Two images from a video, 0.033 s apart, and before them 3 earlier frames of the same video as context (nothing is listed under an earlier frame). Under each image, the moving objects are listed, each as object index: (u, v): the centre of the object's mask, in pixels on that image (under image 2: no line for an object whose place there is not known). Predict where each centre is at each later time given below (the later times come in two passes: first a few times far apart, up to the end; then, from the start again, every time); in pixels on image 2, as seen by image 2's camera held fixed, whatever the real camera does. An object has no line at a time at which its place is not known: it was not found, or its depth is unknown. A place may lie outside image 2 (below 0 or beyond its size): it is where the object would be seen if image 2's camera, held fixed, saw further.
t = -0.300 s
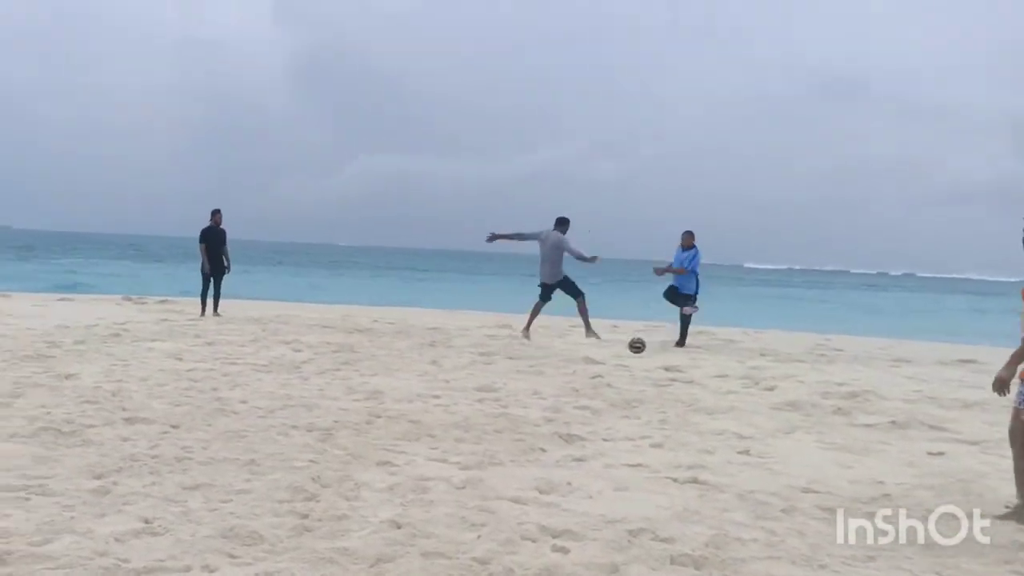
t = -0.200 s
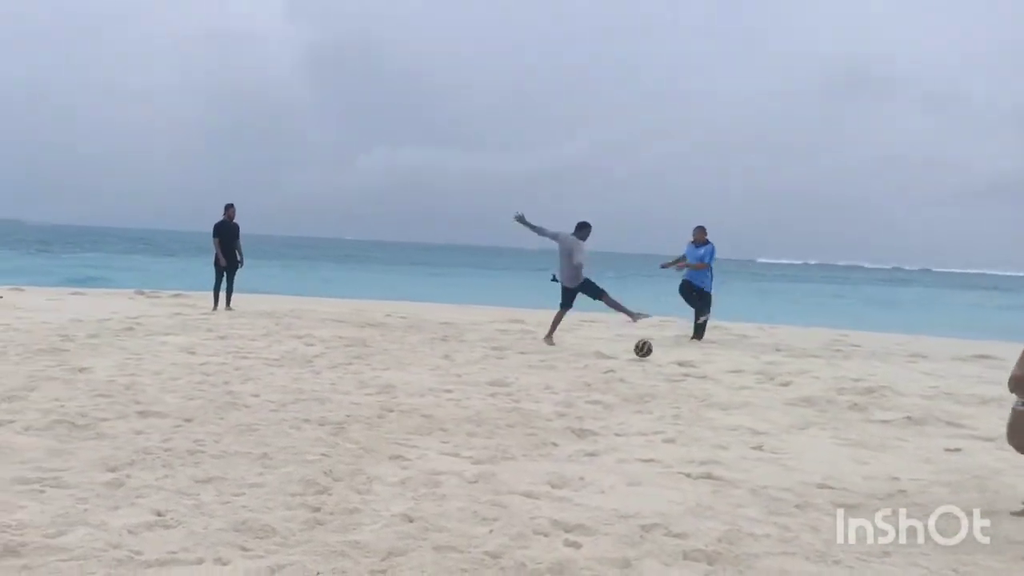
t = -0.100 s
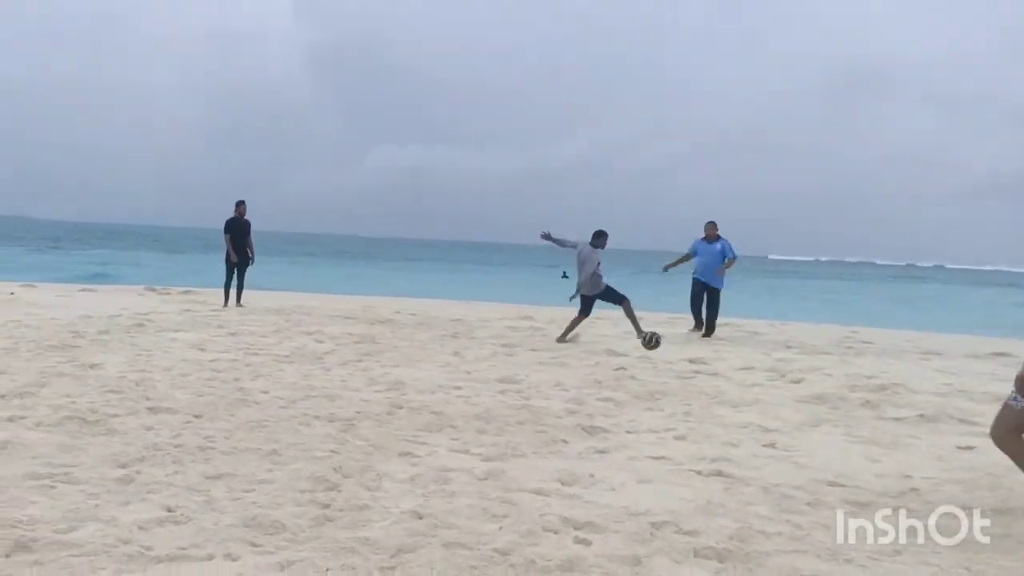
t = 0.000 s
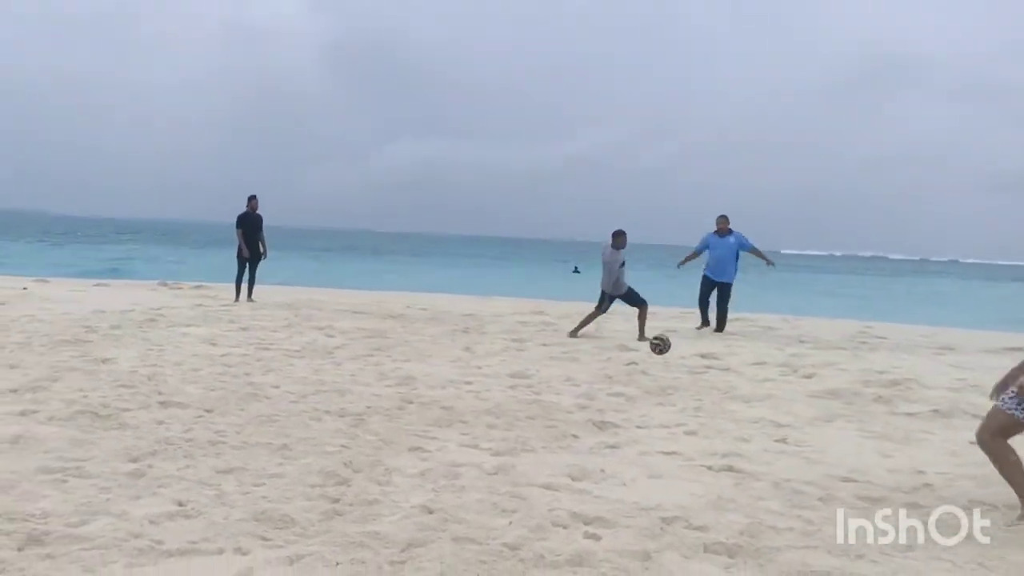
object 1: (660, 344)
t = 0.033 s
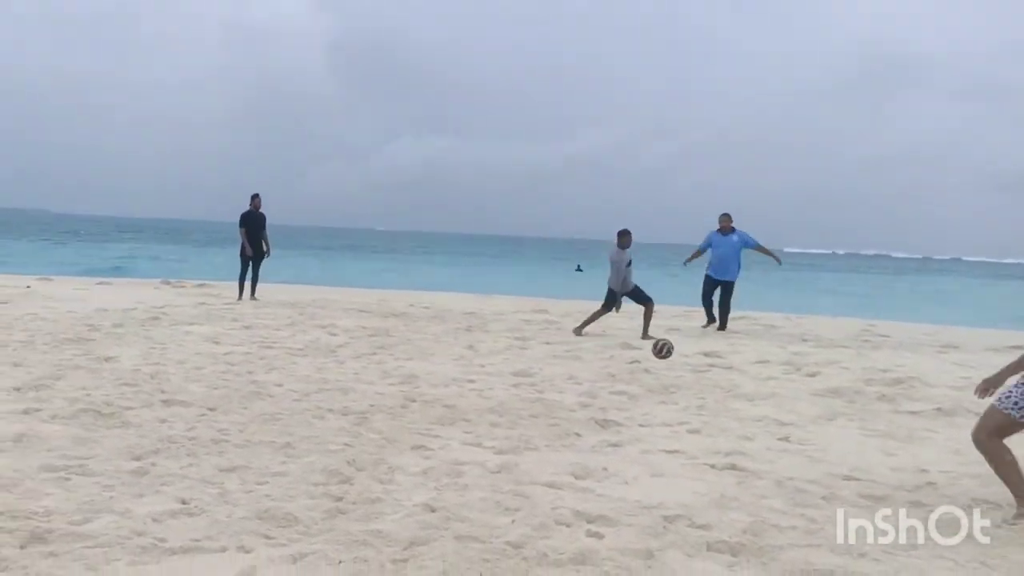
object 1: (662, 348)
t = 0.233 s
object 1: (660, 359)
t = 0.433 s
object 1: (661, 396)
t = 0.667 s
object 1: (661, 421)
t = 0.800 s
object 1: (667, 440)
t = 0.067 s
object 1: (662, 356)
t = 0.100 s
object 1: (662, 365)
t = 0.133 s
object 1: (661, 364)
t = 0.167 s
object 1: (661, 361)
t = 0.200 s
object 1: (661, 359)
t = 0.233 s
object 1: (660, 359)
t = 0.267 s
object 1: (661, 361)
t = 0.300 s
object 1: (661, 366)
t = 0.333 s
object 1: (661, 370)
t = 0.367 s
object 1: (661, 377)
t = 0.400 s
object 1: (661, 386)
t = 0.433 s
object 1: (661, 396)
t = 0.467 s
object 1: (661, 394)
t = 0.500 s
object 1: (660, 394)
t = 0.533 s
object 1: (660, 395)
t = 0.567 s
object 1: (661, 398)
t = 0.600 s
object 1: (661, 404)
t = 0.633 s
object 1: (661, 411)
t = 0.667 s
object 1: (661, 421)
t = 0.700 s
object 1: (662, 423)
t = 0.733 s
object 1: (663, 425)
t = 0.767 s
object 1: (665, 430)
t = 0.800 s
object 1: (667, 440)
